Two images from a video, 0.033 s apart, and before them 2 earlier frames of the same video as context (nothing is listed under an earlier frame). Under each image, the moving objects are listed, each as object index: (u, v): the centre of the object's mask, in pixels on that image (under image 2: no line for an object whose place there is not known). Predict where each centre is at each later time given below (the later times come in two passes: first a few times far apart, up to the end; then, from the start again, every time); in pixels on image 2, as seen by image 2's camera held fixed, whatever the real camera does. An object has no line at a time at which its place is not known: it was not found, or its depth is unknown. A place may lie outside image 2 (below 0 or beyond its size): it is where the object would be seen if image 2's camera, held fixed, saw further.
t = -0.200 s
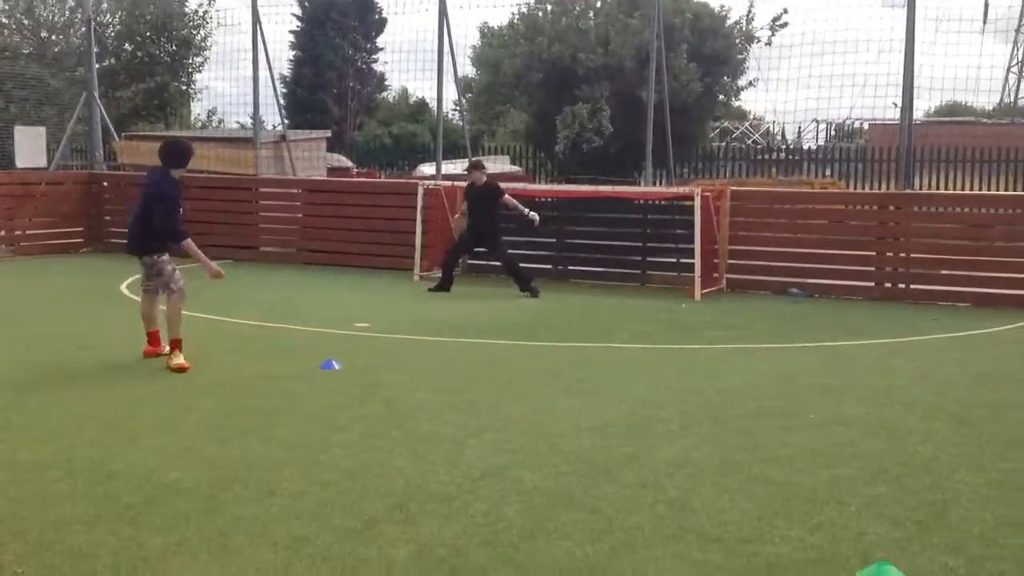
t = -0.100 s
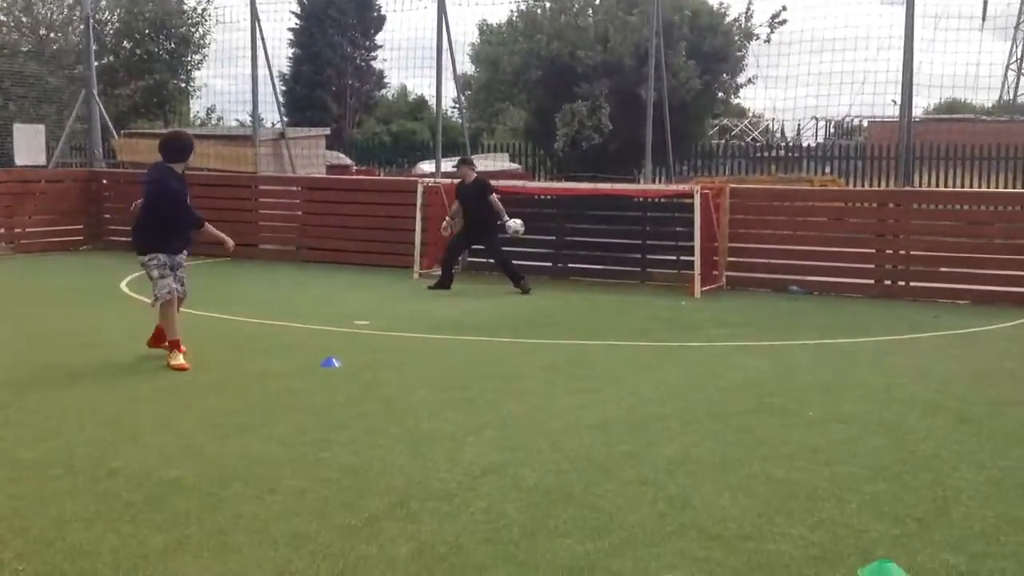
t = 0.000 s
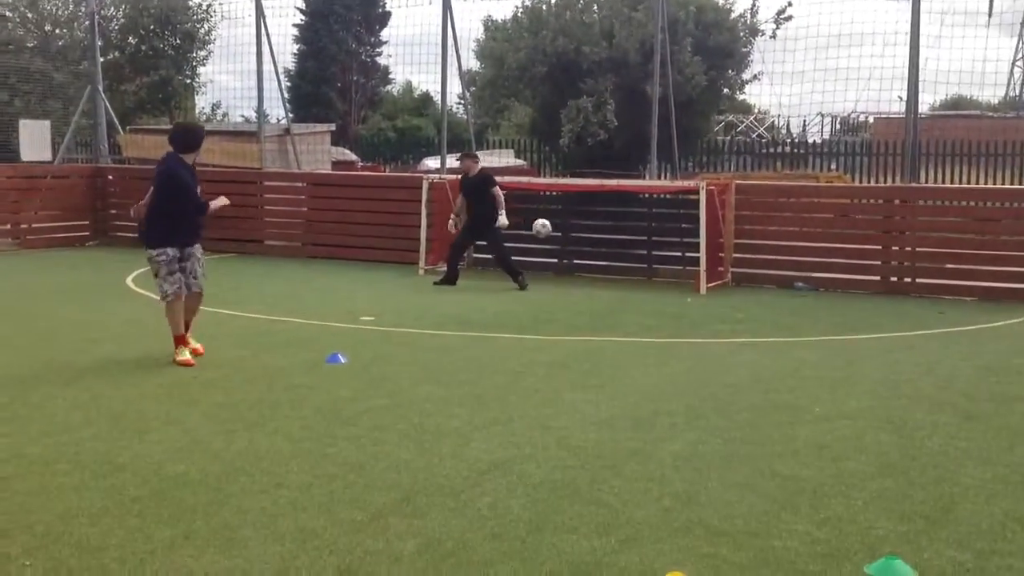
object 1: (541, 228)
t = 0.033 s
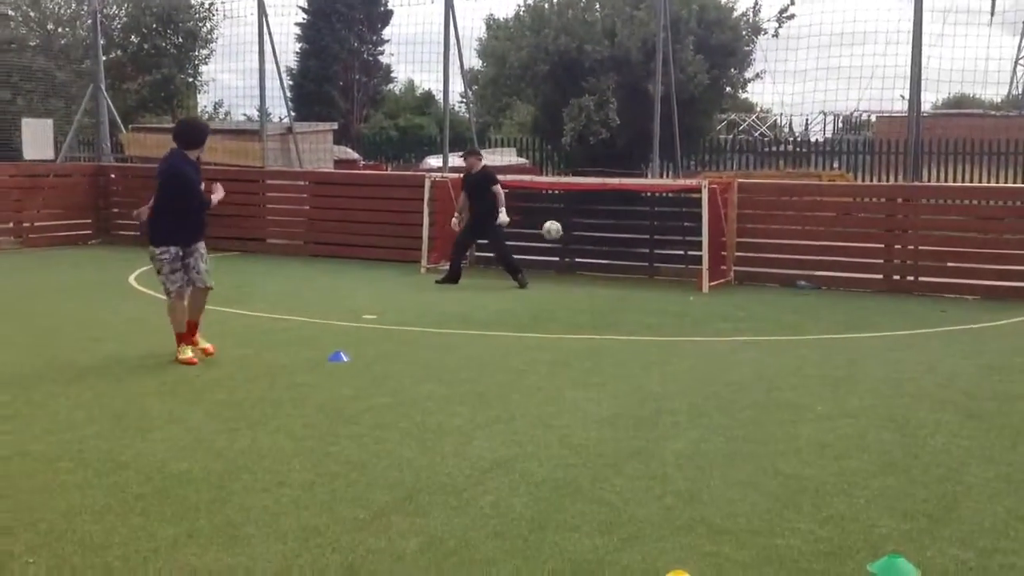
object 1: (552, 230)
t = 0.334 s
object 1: (622, 289)
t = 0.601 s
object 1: (657, 257)
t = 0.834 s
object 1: (690, 288)
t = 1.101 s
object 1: (733, 281)
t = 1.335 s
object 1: (773, 300)
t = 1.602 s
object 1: (824, 306)
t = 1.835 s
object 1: (870, 336)
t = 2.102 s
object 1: (925, 331)
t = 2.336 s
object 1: (978, 340)
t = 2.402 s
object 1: (992, 344)
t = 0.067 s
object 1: (559, 235)
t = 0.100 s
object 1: (568, 241)
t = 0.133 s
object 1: (576, 247)
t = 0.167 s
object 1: (583, 255)
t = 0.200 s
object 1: (592, 264)
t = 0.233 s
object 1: (601, 272)
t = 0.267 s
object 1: (609, 285)
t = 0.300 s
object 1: (618, 297)
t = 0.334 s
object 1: (622, 289)
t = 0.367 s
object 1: (629, 281)
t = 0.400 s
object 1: (633, 276)
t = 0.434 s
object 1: (635, 270)
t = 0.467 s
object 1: (640, 266)
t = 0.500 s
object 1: (644, 262)
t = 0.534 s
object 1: (648, 259)
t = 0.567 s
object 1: (653, 258)
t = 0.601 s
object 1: (657, 257)
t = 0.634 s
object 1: (662, 258)
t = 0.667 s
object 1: (668, 260)
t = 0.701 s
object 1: (672, 264)
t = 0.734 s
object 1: (676, 268)
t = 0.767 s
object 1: (681, 273)
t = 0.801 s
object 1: (686, 279)
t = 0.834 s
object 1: (690, 288)
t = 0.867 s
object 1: (695, 298)
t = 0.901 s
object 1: (700, 310)
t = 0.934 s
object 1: (704, 304)
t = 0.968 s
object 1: (711, 297)
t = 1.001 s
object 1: (716, 291)
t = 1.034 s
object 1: (721, 287)
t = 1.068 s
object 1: (727, 282)
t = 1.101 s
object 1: (733, 281)
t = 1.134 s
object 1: (739, 280)
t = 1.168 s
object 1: (744, 280)
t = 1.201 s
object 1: (751, 282)
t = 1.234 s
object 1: (757, 283)
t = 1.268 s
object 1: (762, 289)
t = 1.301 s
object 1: (768, 293)
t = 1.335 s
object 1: (773, 300)
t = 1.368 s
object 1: (780, 308)
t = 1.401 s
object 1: (786, 317)
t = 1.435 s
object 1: (791, 324)
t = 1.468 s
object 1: (798, 318)
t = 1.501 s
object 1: (805, 313)
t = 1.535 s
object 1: (812, 309)
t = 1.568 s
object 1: (818, 307)
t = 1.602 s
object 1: (824, 306)
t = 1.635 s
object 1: (831, 305)
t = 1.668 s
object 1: (838, 308)
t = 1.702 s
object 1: (844, 311)
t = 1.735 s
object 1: (850, 315)
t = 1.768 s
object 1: (857, 321)
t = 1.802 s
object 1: (864, 327)
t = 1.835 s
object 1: (870, 336)
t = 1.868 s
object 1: (877, 334)
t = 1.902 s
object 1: (884, 329)
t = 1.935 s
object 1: (891, 326)
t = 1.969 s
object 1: (898, 324)
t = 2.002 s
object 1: (905, 324)
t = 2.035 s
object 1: (911, 324)
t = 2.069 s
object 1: (918, 327)
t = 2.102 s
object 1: (925, 331)
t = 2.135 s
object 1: (933, 336)
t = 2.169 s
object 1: (940, 344)
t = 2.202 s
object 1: (947, 348)
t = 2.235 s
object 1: (956, 344)
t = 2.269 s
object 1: (963, 341)
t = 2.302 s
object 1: (970, 340)
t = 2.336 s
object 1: (978, 340)
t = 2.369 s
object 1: (984, 341)
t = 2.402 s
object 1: (992, 344)
